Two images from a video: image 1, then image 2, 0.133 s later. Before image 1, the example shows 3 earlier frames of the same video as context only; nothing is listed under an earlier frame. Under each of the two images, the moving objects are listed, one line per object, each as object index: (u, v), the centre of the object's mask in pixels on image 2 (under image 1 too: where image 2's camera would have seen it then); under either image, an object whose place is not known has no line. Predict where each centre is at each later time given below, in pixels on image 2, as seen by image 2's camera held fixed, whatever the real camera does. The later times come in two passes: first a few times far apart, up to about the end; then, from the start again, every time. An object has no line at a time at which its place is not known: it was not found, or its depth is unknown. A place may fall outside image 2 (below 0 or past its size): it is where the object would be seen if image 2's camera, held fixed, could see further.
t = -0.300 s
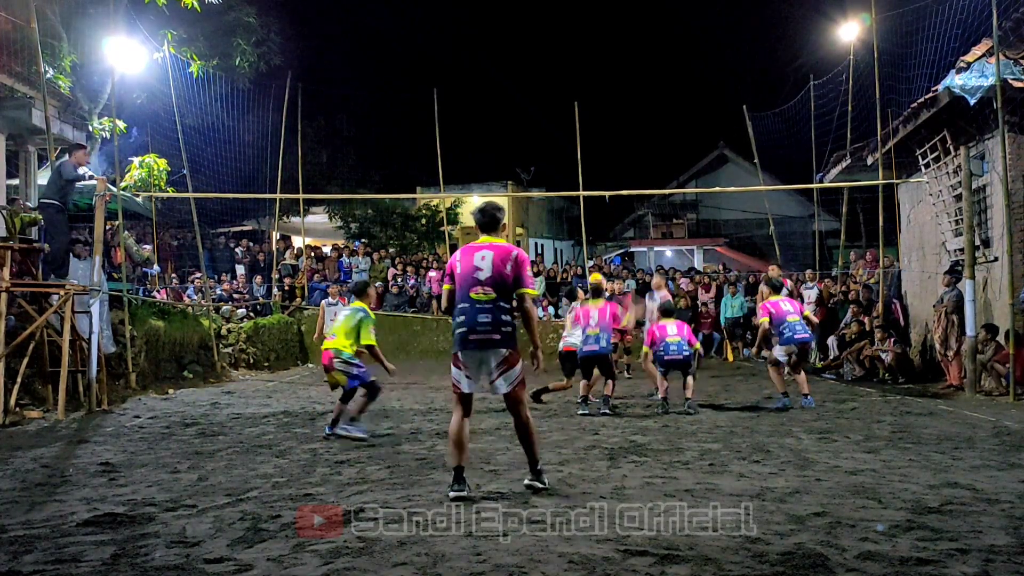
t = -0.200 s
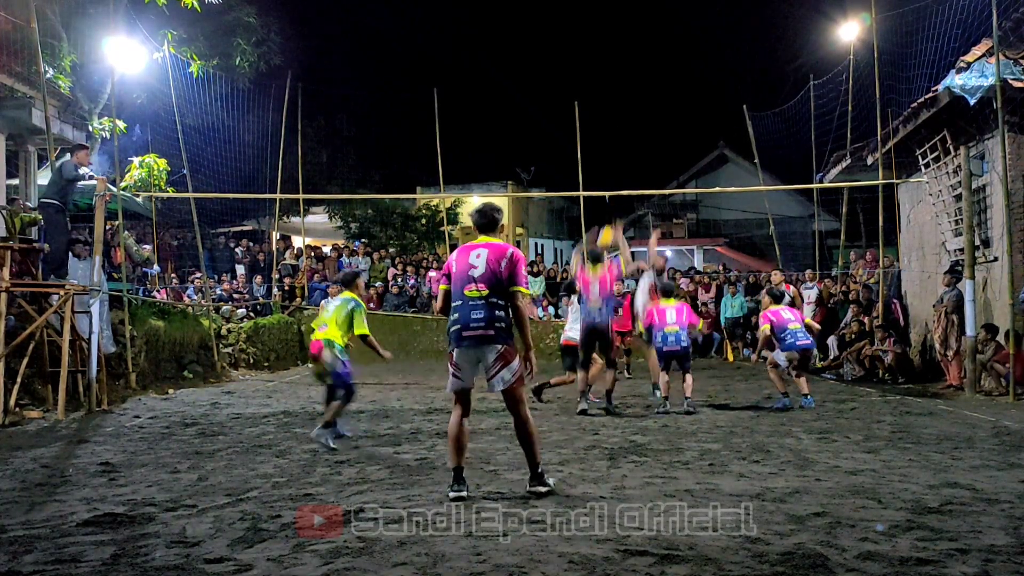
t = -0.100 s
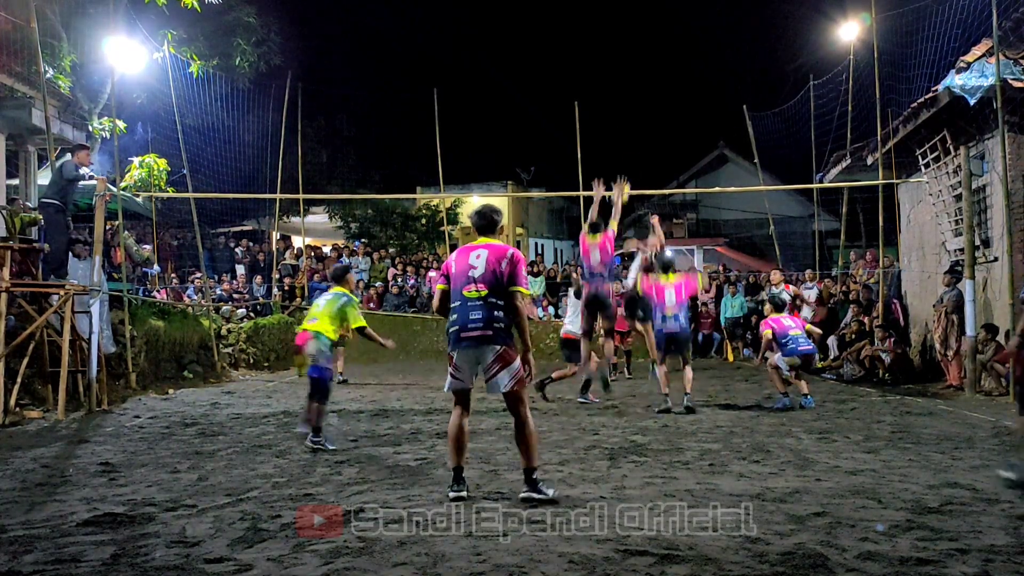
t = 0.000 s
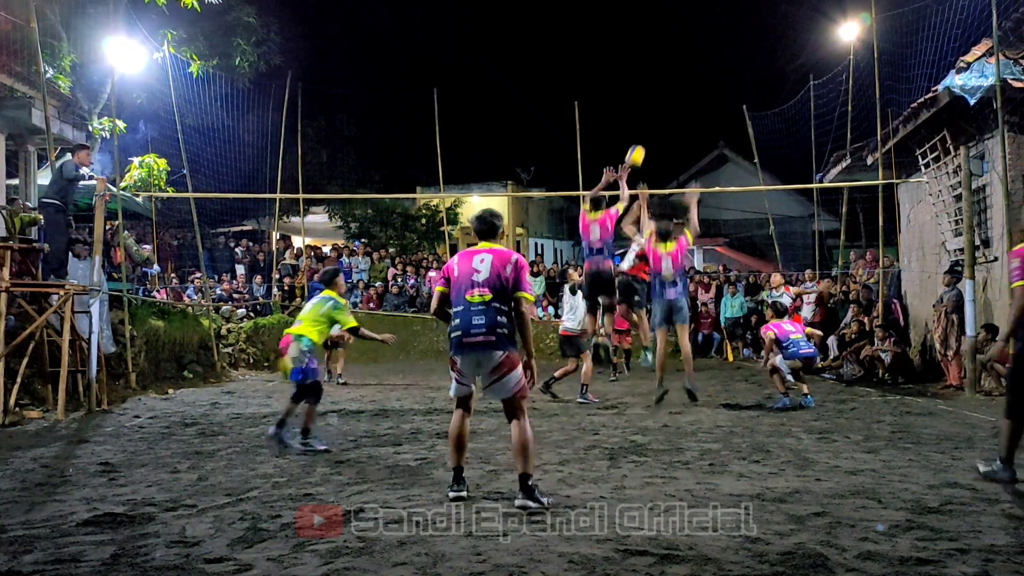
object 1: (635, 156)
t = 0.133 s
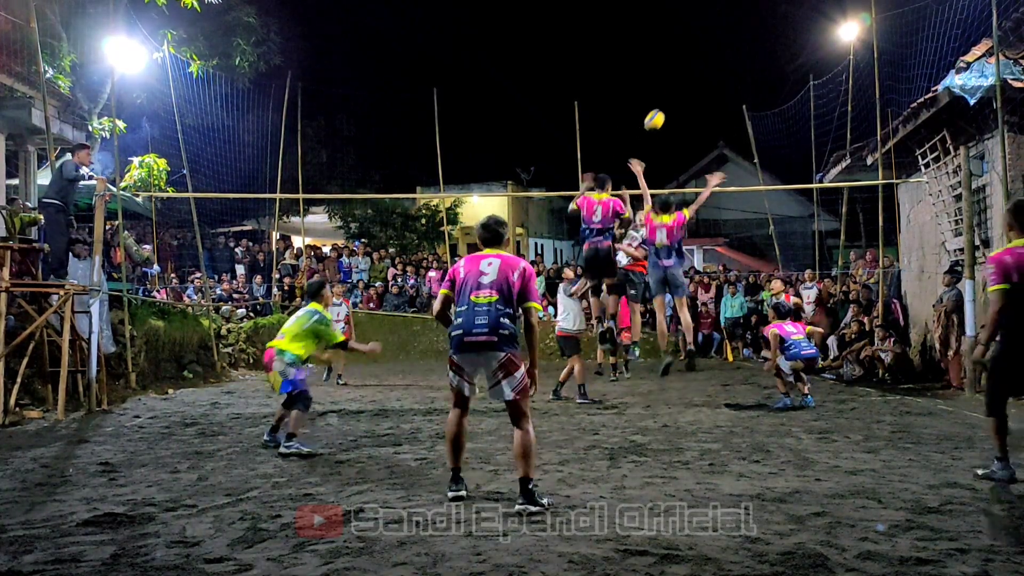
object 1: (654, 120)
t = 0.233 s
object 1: (669, 102)
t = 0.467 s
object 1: (705, 92)
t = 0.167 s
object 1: (659, 113)
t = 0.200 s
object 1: (664, 107)
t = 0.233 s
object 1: (669, 102)
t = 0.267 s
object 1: (674, 98)
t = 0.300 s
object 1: (679, 95)
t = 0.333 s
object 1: (685, 92)
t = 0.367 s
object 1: (690, 91)
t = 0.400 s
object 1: (695, 90)
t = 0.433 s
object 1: (700, 91)
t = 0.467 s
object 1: (705, 92)
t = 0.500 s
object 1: (710, 94)
